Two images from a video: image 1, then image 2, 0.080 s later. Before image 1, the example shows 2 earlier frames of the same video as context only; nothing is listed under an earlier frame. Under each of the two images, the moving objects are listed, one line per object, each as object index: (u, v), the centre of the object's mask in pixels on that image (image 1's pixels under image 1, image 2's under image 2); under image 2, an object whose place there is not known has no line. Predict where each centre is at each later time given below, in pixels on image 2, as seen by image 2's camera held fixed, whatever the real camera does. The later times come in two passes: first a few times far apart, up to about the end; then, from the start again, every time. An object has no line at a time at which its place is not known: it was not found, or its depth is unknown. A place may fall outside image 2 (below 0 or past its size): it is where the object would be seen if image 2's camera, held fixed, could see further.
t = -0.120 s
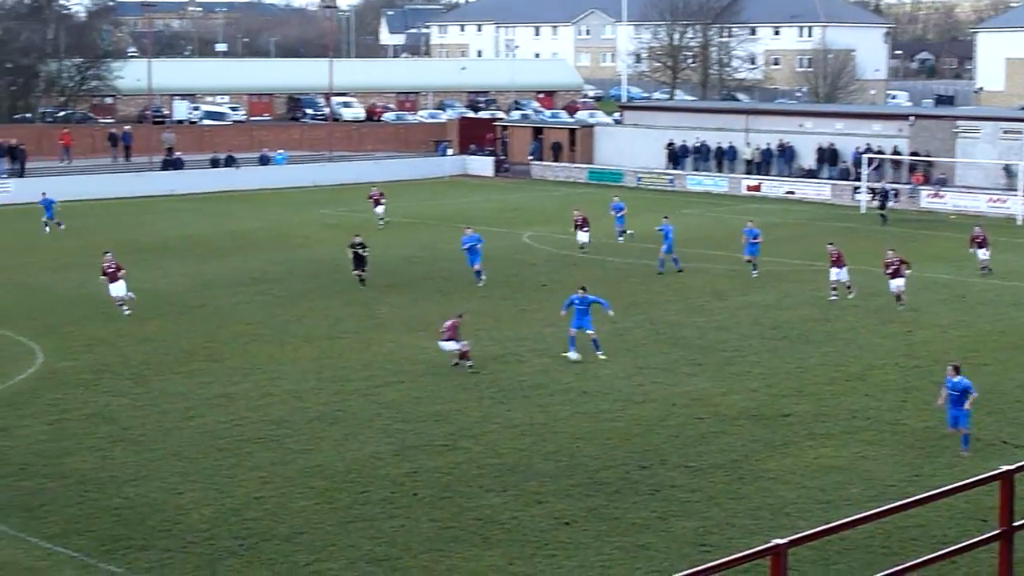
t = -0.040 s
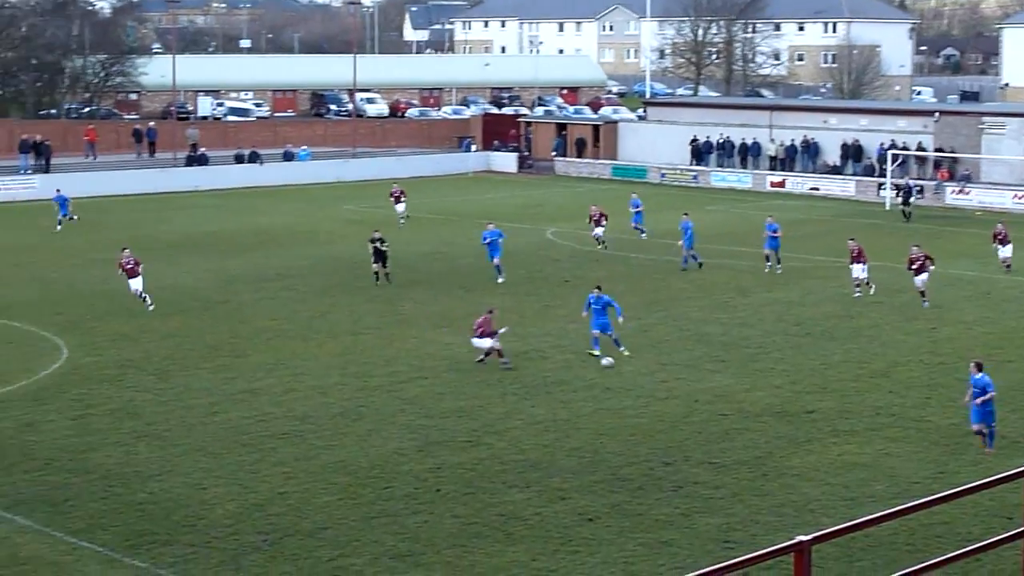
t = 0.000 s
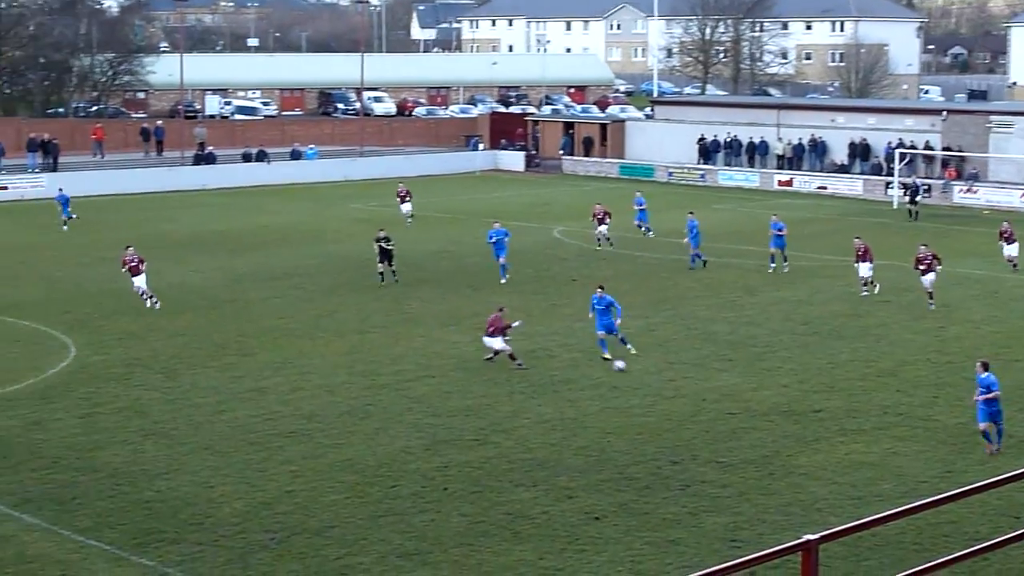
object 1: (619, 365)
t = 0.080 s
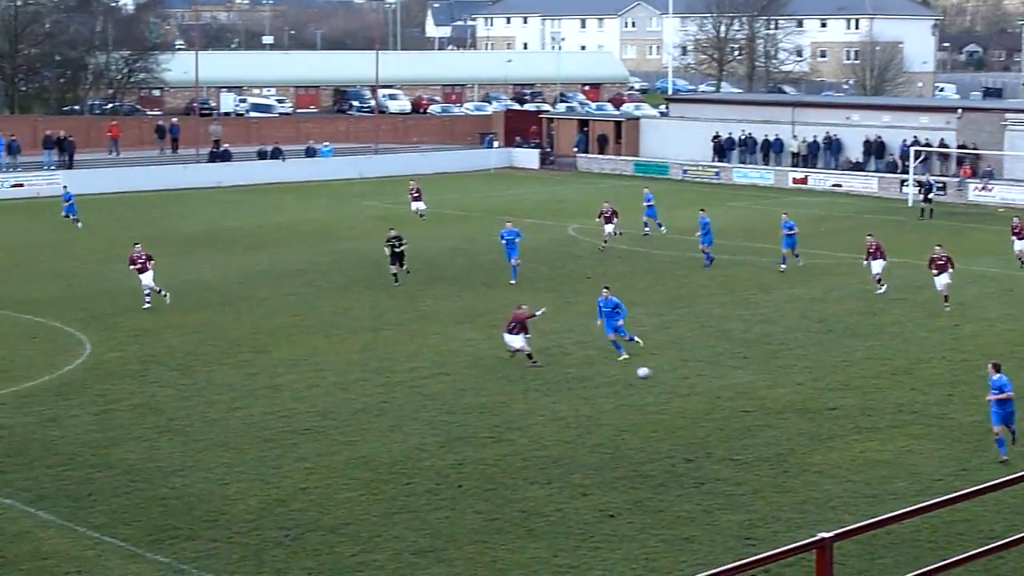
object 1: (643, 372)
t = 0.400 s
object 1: (681, 402)
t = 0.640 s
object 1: (707, 426)
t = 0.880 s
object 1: (733, 451)
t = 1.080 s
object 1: (758, 471)
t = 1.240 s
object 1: (778, 486)
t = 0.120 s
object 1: (648, 376)
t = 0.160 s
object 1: (654, 380)
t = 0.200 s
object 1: (659, 387)
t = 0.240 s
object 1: (663, 391)
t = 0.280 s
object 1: (668, 392)
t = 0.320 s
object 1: (672, 395)
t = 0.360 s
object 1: (676, 398)
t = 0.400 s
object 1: (681, 402)
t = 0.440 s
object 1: (685, 409)
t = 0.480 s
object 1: (690, 414)
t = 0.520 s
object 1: (694, 416)
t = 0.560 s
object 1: (698, 419)
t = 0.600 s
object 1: (702, 422)
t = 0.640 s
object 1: (707, 426)
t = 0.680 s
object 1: (711, 432)
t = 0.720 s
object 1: (715, 435)
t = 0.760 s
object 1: (719, 438)
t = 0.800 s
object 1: (724, 442)
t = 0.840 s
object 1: (729, 447)
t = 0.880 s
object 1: (733, 451)
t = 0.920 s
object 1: (738, 453)
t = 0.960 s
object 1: (743, 455)
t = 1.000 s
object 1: (747, 460)
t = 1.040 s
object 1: (753, 465)
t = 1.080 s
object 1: (758, 471)
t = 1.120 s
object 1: (763, 473)
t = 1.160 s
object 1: (768, 476)
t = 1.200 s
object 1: (772, 481)
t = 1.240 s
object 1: (778, 486)
